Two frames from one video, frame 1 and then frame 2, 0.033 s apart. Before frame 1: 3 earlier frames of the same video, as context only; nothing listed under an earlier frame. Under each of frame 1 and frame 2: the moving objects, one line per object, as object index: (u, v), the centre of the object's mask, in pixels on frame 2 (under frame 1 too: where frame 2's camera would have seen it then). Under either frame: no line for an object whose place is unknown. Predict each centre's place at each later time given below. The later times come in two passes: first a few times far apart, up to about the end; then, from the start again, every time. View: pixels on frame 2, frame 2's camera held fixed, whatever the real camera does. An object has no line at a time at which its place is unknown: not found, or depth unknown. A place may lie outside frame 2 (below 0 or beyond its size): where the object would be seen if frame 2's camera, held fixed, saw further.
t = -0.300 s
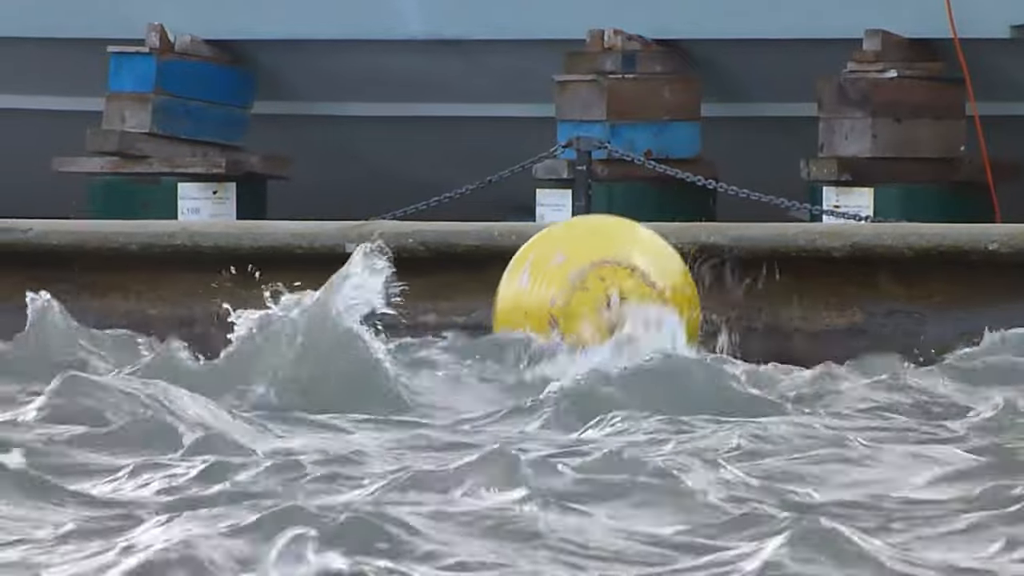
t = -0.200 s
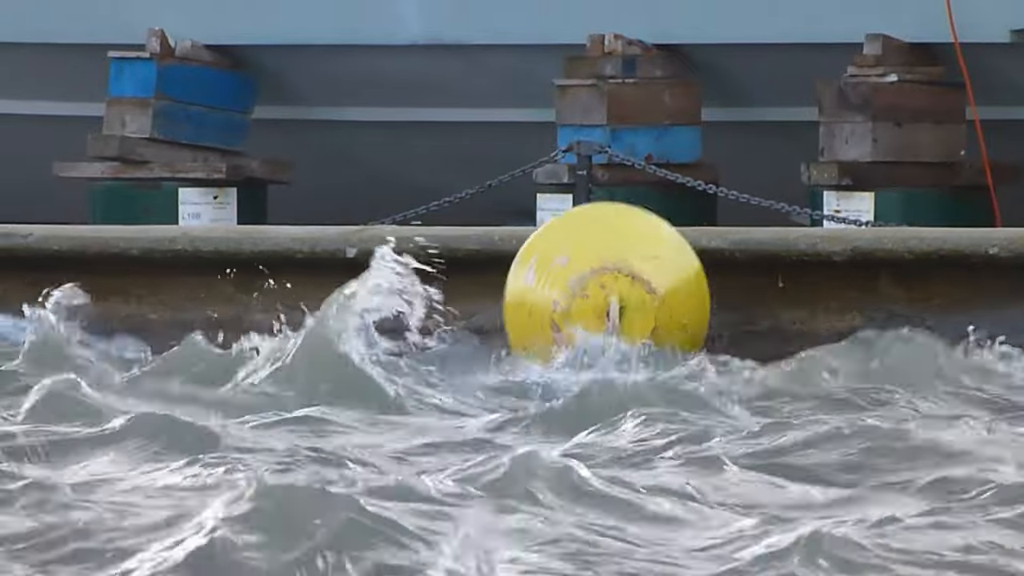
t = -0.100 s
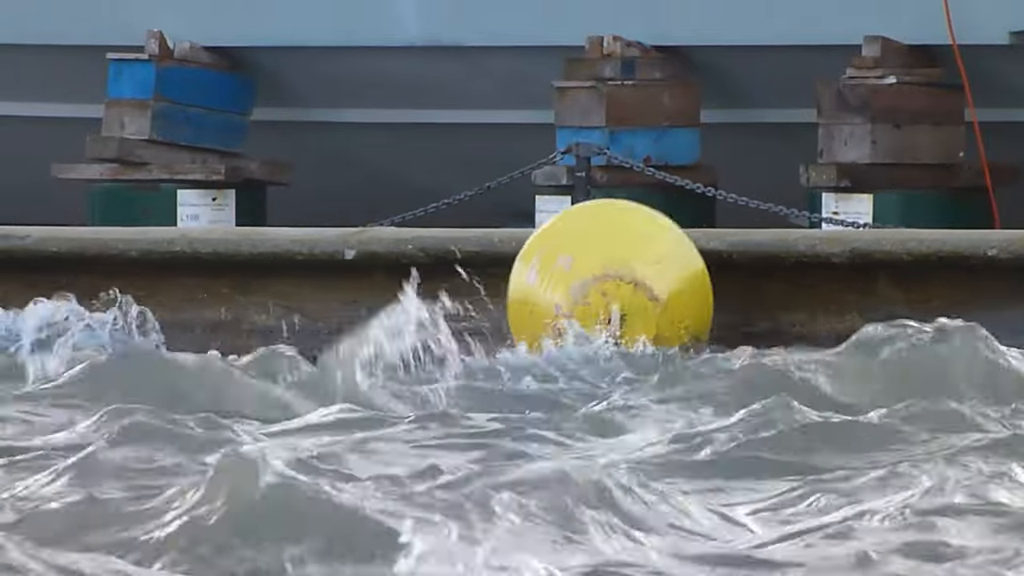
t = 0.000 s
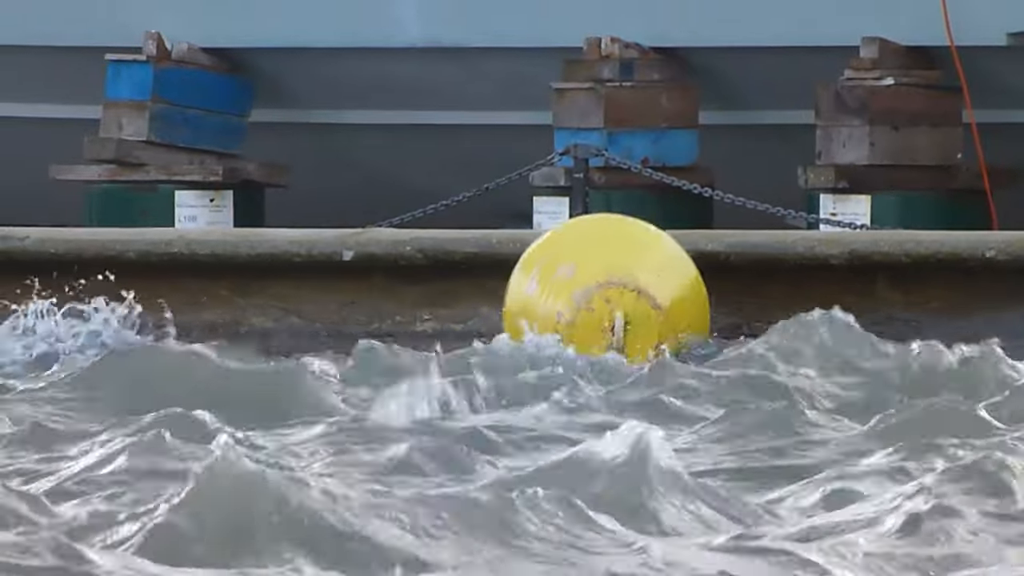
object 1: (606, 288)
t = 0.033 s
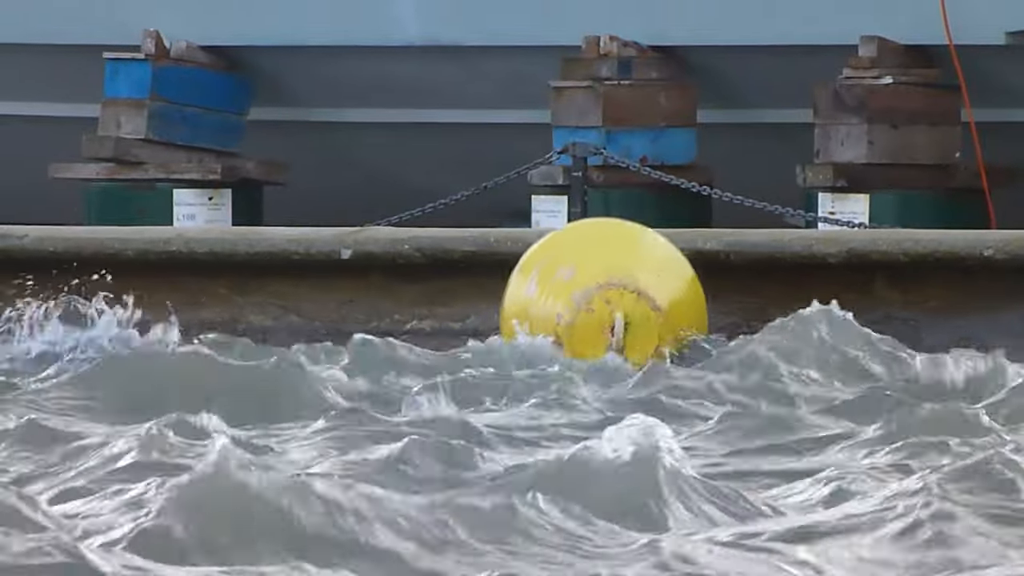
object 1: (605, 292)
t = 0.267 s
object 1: (602, 314)
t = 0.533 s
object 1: (575, 271)
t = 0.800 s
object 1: (586, 278)
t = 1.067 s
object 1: (589, 301)
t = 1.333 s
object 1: (590, 310)
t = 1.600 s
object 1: (572, 274)
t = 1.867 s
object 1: (569, 275)
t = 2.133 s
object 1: (581, 297)
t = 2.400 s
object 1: (624, 293)
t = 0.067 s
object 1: (604, 299)
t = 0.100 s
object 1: (604, 305)
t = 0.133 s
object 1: (604, 309)
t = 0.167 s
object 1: (602, 311)
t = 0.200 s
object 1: (602, 314)
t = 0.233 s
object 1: (603, 315)
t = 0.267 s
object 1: (602, 314)
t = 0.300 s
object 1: (599, 311)
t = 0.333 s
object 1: (594, 308)
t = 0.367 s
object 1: (589, 304)
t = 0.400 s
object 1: (584, 298)
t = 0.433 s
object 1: (579, 291)
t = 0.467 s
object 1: (575, 285)
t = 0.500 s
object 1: (572, 278)
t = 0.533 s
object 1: (575, 271)
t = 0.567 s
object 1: (580, 266)
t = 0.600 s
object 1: (586, 264)
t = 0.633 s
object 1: (592, 264)
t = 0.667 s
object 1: (594, 268)
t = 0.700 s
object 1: (595, 273)
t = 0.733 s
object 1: (596, 278)
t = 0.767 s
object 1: (592, 279)
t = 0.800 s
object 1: (586, 278)
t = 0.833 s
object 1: (582, 279)
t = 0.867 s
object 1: (581, 279)
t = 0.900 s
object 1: (582, 280)
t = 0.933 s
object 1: (583, 283)
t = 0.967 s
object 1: (583, 287)
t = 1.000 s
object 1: (585, 292)
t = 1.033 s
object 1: (587, 297)
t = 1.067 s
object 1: (589, 301)
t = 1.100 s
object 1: (590, 304)
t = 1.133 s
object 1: (589, 306)
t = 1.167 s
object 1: (586, 308)
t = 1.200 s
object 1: (583, 311)
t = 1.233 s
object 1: (580, 314)
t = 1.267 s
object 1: (583, 313)
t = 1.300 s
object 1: (586, 312)
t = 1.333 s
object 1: (590, 310)
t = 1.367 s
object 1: (591, 307)
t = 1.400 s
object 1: (590, 300)
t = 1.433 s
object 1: (586, 292)
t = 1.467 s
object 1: (581, 286)
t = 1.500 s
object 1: (576, 282)
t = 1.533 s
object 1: (571, 279)
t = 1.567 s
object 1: (570, 277)
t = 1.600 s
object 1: (572, 274)
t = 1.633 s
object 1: (573, 271)
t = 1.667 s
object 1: (575, 269)
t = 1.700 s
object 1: (577, 269)
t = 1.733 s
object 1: (576, 269)
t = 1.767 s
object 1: (572, 268)
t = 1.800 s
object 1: (571, 270)
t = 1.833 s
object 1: (569, 274)
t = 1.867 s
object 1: (569, 275)
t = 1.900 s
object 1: (570, 276)
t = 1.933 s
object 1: (571, 279)
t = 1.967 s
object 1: (574, 283)
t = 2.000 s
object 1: (578, 288)
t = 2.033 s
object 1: (579, 291)
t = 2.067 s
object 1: (582, 293)
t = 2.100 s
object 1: (582, 295)
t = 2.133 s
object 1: (581, 297)
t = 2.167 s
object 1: (585, 299)
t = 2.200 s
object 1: (589, 301)
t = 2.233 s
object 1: (599, 301)
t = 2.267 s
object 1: (613, 298)
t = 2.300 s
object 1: (624, 294)
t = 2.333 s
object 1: (629, 293)
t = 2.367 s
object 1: (627, 294)
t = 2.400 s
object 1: (624, 293)
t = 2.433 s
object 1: (617, 292)
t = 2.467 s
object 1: (609, 291)
